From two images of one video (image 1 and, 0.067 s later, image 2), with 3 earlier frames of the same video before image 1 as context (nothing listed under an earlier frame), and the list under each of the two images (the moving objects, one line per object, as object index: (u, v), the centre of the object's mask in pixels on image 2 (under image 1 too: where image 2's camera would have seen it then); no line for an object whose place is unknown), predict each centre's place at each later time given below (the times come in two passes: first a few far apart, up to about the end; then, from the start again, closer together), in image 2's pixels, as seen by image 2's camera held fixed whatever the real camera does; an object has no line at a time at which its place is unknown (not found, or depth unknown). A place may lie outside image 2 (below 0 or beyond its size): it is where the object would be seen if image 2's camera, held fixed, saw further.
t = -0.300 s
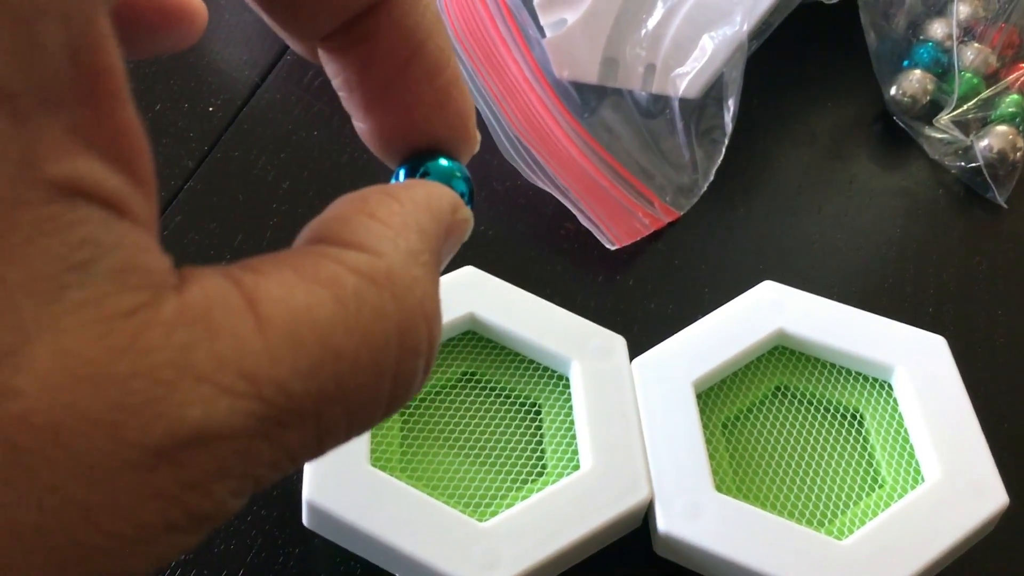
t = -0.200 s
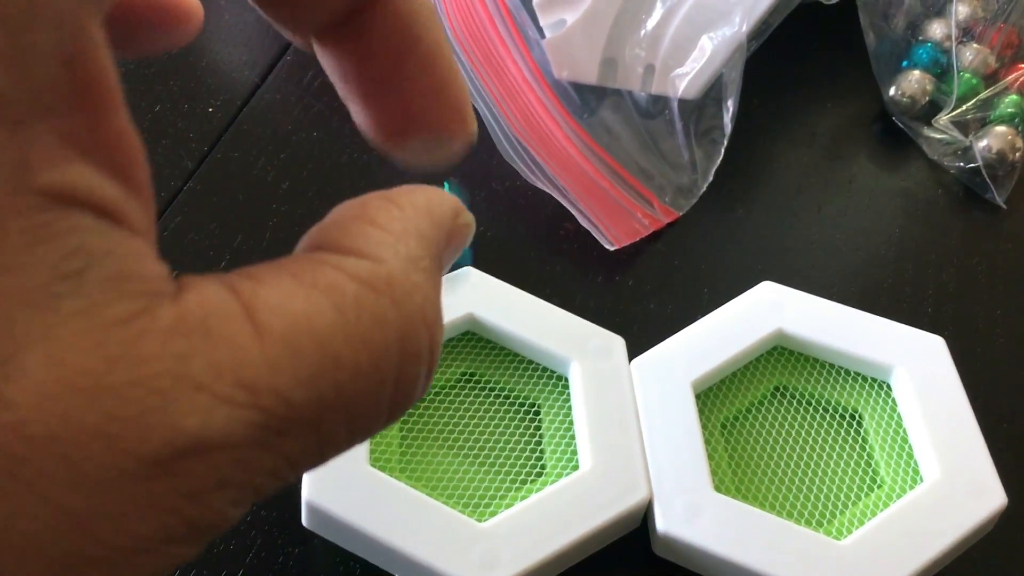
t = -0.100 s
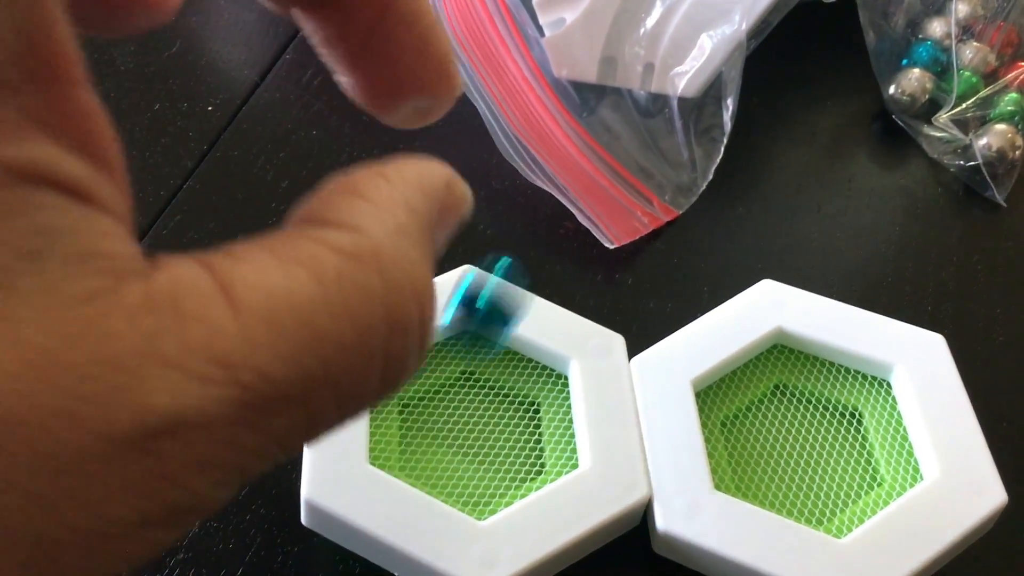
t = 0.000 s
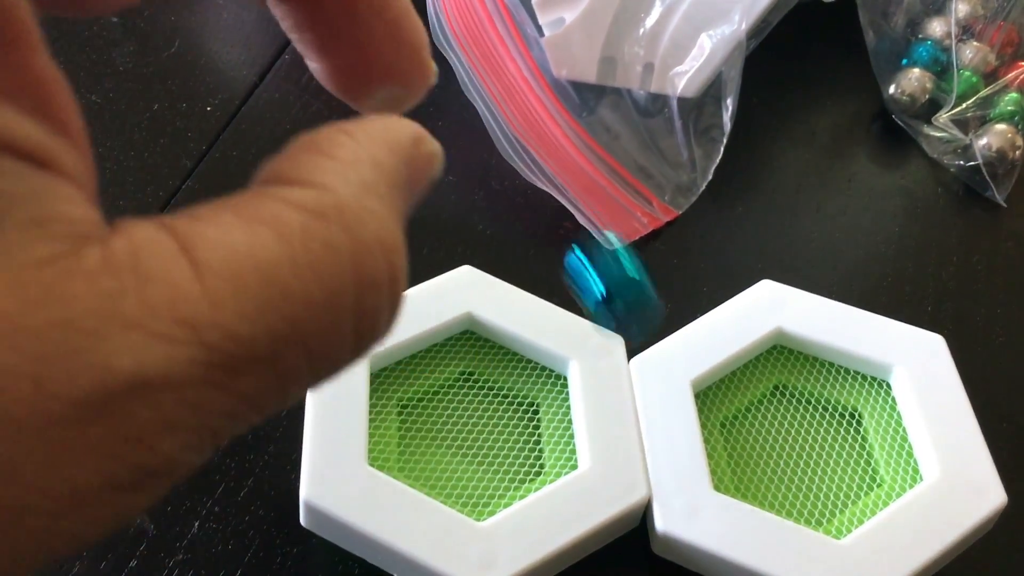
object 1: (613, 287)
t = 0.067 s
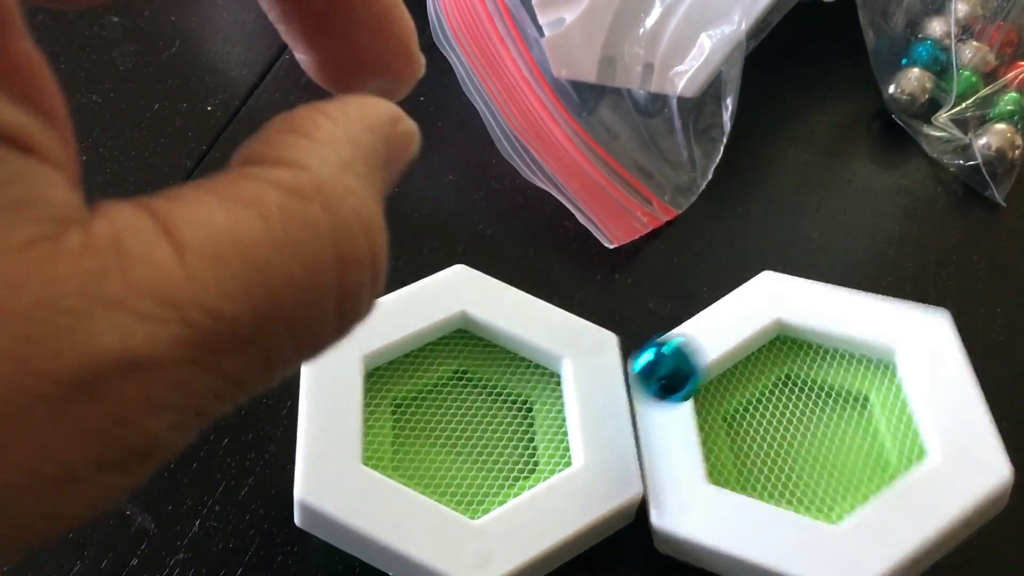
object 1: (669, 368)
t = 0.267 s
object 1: (791, 419)
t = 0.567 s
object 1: (856, 427)
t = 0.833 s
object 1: (743, 366)
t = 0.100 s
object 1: (687, 368)
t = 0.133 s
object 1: (700, 389)
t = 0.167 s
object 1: (716, 389)
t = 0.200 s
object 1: (736, 402)
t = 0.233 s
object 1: (761, 418)
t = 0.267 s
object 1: (791, 419)
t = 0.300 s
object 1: (812, 430)
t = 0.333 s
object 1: (837, 430)
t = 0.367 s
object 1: (855, 439)
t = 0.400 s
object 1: (869, 447)
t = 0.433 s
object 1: (880, 447)
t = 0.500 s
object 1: (875, 439)
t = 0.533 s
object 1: (866, 434)
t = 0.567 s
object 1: (856, 427)
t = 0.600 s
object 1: (842, 419)
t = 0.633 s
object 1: (825, 411)
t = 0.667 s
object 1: (805, 403)
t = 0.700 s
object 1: (782, 395)
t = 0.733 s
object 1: (758, 387)
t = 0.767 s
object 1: (744, 378)
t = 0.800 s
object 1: (742, 372)
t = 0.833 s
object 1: (743, 366)
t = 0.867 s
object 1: (746, 364)
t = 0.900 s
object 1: (747, 365)
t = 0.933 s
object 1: (744, 365)
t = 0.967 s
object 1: (741, 367)
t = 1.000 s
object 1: (741, 369)
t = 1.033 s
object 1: (741, 371)
